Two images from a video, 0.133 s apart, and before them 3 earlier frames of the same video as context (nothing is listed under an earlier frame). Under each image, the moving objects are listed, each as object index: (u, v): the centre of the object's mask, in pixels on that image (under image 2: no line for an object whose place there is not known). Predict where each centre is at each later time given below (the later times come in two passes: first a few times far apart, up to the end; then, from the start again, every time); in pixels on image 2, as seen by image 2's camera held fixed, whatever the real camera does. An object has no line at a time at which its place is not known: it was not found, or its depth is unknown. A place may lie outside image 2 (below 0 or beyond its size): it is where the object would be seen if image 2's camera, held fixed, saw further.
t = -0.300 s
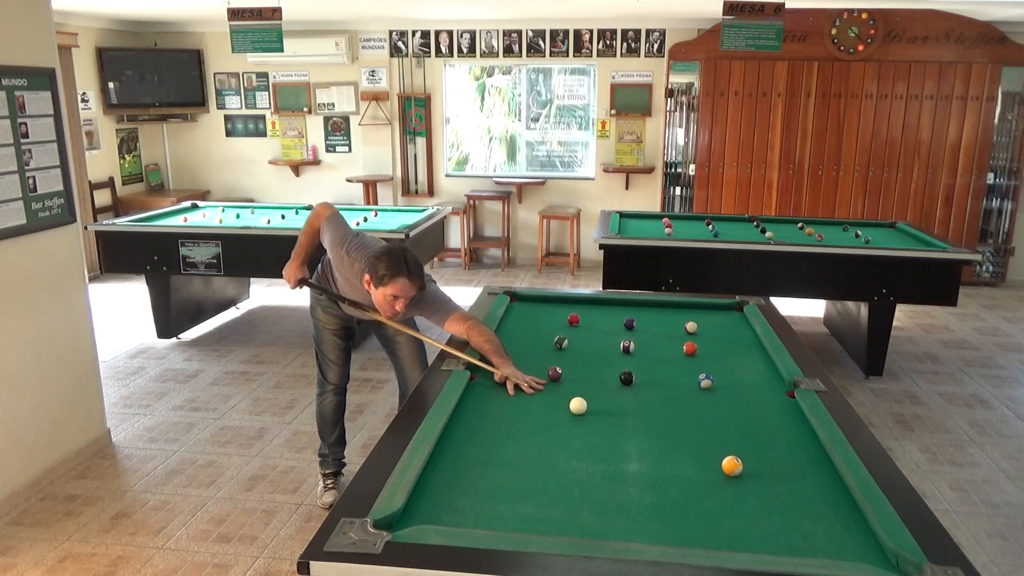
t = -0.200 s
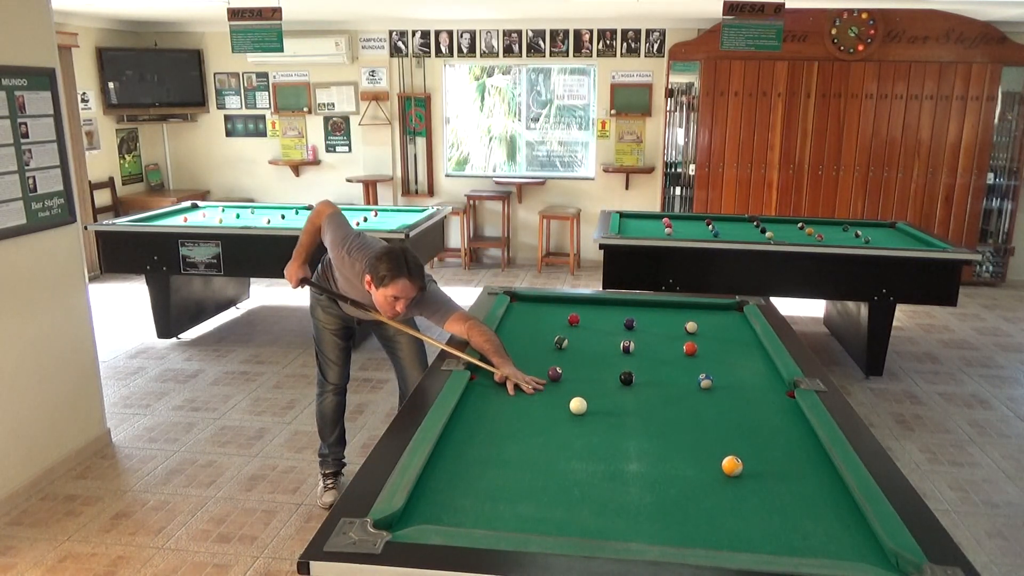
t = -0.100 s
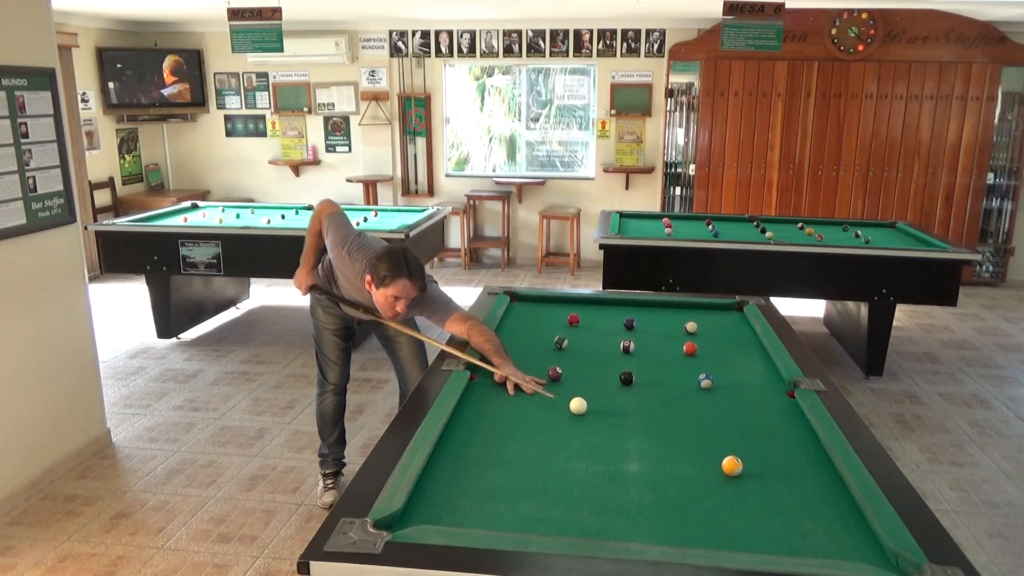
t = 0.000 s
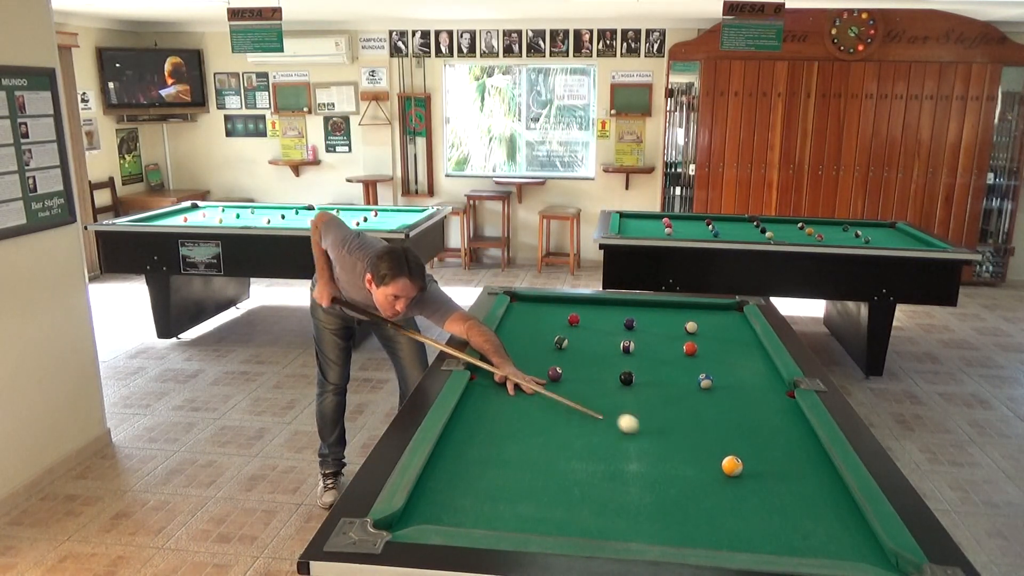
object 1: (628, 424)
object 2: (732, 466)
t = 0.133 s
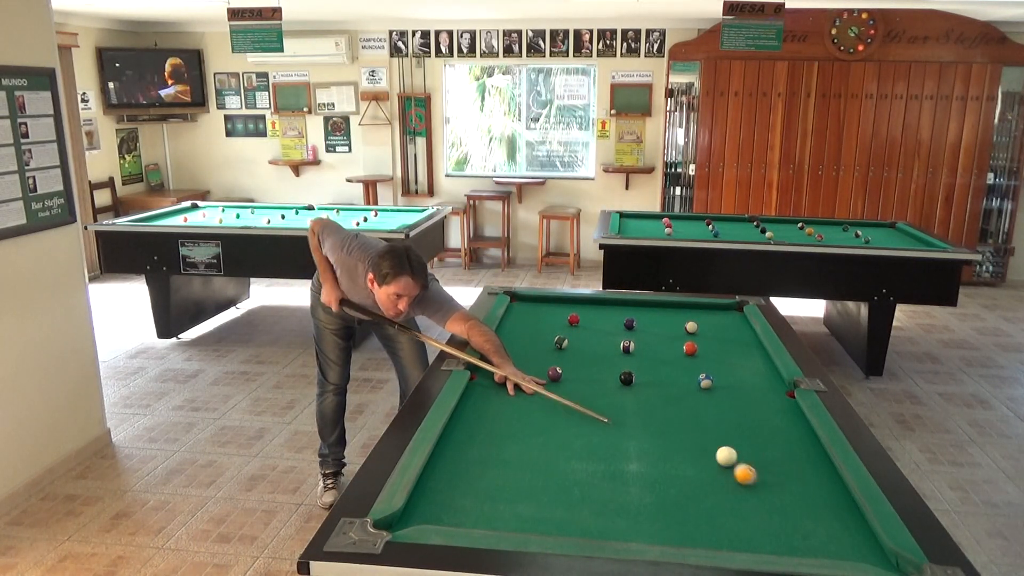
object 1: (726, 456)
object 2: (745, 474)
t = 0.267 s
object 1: (757, 452)
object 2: (825, 527)
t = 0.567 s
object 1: (813, 444)
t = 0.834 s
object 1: (776, 429)
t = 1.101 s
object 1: (743, 417)
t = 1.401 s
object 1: (711, 405)
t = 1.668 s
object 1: (688, 396)
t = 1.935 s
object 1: (668, 388)
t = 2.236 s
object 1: (649, 381)
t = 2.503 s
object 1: (641, 376)
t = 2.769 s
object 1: (636, 372)
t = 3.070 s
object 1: (633, 370)
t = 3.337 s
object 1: (631, 368)
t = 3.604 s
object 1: (630, 368)
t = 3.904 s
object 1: (630, 368)
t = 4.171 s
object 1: (630, 368)
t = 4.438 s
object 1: (630, 368)
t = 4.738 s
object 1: (630, 368)
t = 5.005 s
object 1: (630, 368)
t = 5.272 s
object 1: (630, 368)
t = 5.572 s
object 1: (630, 368)
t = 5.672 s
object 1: (630, 368)
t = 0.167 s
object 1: (736, 455)
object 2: (764, 487)
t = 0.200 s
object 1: (744, 454)
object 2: (785, 500)
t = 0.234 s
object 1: (751, 453)
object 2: (805, 514)
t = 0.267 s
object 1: (757, 452)
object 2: (825, 527)
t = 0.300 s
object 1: (764, 451)
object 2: (845, 540)
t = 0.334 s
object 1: (770, 450)
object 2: (866, 553)
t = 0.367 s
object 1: (777, 449)
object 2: (888, 564)
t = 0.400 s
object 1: (783, 449)
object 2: (909, 570)
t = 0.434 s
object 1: (789, 448)
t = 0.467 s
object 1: (795, 447)
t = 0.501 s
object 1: (801, 446)
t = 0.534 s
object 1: (807, 445)
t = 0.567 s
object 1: (813, 444)
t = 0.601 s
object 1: (810, 443)
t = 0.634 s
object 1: (804, 441)
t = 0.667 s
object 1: (799, 438)
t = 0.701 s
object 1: (794, 437)
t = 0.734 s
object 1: (790, 435)
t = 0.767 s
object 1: (785, 433)
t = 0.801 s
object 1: (780, 431)
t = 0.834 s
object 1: (776, 429)
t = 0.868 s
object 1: (771, 428)
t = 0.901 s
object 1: (767, 426)
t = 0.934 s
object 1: (763, 425)
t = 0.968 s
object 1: (759, 423)
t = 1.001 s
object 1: (754, 421)
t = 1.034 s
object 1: (751, 420)
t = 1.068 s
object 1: (747, 418)
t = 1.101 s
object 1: (743, 417)
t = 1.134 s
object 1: (739, 416)
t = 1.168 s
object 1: (735, 414)
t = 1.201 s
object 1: (732, 412)
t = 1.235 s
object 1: (728, 411)
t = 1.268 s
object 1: (725, 410)
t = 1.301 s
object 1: (721, 409)
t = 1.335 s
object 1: (718, 407)
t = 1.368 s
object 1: (715, 406)
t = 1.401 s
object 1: (711, 405)
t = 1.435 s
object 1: (708, 404)
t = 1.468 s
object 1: (705, 402)
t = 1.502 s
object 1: (702, 401)
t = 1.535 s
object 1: (699, 400)
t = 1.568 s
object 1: (696, 399)
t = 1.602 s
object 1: (693, 398)
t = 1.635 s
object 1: (691, 397)
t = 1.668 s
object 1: (688, 396)
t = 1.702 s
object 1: (685, 395)
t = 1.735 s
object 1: (683, 394)
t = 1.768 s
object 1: (680, 393)
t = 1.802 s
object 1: (678, 392)
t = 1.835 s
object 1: (675, 391)
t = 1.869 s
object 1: (673, 390)
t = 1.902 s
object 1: (670, 389)
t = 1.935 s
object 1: (668, 388)
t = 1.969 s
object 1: (666, 387)
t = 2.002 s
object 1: (664, 386)
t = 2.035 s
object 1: (661, 385)
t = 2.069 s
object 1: (659, 385)
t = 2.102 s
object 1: (657, 384)
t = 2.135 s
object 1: (655, 383)
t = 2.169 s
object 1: (653, 382)
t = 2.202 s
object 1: (651, 382)
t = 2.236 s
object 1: (649, 381)
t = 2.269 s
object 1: (648, 380)
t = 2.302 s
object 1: (646, 379)
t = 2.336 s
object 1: (644, 379)
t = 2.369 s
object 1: (643, 378)
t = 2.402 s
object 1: (642, 377)
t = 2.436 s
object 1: (642, 377)
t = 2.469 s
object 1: (641, 376)
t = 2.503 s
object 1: (641, 376)
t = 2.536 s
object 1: (640, 375)
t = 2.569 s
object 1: (639, 375)
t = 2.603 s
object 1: (639, 374)
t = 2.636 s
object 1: (638, 374)
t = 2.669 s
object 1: (638, 374)
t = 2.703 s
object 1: (637, 373)
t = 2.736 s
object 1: (637, 373)
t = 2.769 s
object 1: (636, 372)
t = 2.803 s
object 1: (636, 372)
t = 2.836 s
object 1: (636, 372)
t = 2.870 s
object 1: (635, 372)
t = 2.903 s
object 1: (635, 371)
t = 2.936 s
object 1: (634, 371)
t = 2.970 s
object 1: (634, 371)
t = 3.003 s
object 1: (634, 370)
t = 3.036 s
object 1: (633, 370)
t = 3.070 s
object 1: (633, 370)
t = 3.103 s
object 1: (633, 369)
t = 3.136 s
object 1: (632, 370)
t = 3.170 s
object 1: (632, 369)
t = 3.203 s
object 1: (632, 369)
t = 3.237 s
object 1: (631, 369)
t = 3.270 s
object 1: (631, 369)
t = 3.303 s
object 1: (631, 369)
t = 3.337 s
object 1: (631, 368)
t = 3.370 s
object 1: (631, 368)
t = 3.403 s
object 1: (630, 368)
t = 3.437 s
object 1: (630, 368)
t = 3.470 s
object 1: (630, 368)
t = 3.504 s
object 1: (630, 368)
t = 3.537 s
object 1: (630, 368)
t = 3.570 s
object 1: (630, 368)
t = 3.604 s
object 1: (630, 368)
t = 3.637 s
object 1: (630, 368)
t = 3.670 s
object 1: (630, 368)
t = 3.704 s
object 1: (630, 368)
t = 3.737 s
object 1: (630, 368)
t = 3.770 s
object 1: (630, 368)
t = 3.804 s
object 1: (630, 368)
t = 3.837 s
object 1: (630, 368)
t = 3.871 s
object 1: (630, 368)
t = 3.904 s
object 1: (630, 368)
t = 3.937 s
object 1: (630, 368)
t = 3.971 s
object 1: (630, 368)
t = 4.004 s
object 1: (630, 368)
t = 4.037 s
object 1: (630, 368)
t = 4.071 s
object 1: (630, 368)
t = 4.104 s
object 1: (630, 368)
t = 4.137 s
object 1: (630, 368)
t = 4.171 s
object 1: (630, 368)
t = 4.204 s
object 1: (630, 368)
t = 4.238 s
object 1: (630, 368)
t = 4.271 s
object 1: (630, 368)
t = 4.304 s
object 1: (630, 368)
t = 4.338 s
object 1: (630, 368)
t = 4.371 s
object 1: (630, 368)
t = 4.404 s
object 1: (630, 368)
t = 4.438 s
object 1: (630, 368)
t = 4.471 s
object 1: (630, 368)
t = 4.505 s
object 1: (630, 368)
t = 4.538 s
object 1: (630, 368)
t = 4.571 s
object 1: (630, 368)
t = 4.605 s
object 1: (630, 368)
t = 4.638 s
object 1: (630, 368)
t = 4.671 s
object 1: (630, 368)
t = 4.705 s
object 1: (630, 368)
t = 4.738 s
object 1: (630, 368)
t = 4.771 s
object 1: (630, 368)
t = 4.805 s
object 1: (630, 368)
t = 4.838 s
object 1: (630, 368)
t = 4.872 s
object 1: (630, 368)
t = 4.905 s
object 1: (630, 368)
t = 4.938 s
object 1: (630, 368)
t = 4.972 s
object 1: (630, 368)
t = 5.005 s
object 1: (630, 368)
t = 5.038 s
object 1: (630, 368)
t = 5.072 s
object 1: (630, 368)
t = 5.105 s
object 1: (630, 368)
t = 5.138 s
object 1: (630, 368)
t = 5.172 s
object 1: (630, 368)
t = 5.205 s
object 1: (630, 368)
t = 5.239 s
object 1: (630, 368)
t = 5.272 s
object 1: (630, 368)
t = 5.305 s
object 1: (630, 368)
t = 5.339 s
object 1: (630, 368)
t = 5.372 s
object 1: (630, 368)
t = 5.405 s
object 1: (630, 368)
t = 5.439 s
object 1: (630, 368)
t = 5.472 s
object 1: (630, 368)
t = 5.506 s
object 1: (630, 368)
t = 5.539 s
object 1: (630, 368)
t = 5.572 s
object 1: (630, 368)
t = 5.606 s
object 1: (630, 368)
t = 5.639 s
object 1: (630, 368)
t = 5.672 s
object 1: (630, 368)
